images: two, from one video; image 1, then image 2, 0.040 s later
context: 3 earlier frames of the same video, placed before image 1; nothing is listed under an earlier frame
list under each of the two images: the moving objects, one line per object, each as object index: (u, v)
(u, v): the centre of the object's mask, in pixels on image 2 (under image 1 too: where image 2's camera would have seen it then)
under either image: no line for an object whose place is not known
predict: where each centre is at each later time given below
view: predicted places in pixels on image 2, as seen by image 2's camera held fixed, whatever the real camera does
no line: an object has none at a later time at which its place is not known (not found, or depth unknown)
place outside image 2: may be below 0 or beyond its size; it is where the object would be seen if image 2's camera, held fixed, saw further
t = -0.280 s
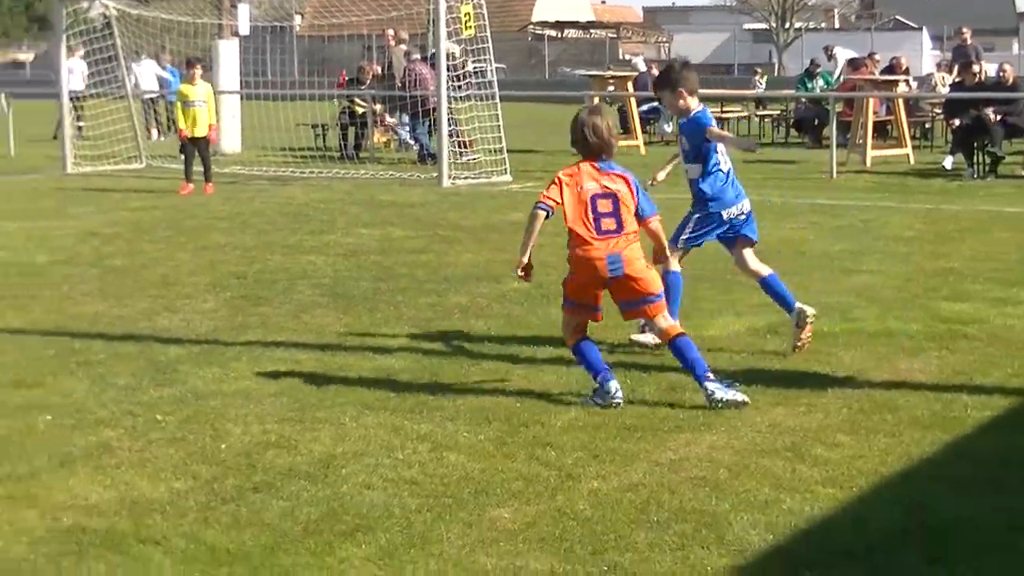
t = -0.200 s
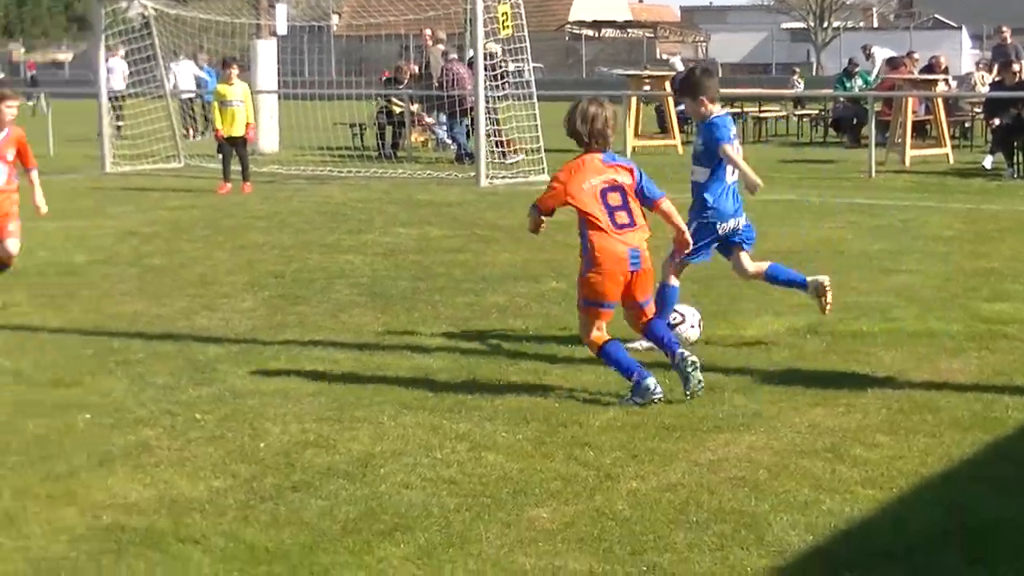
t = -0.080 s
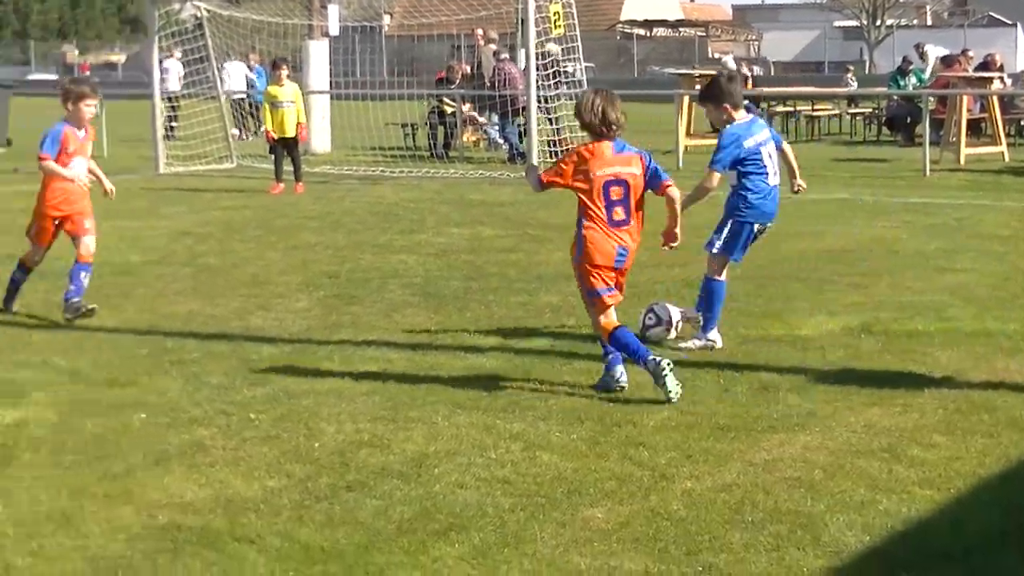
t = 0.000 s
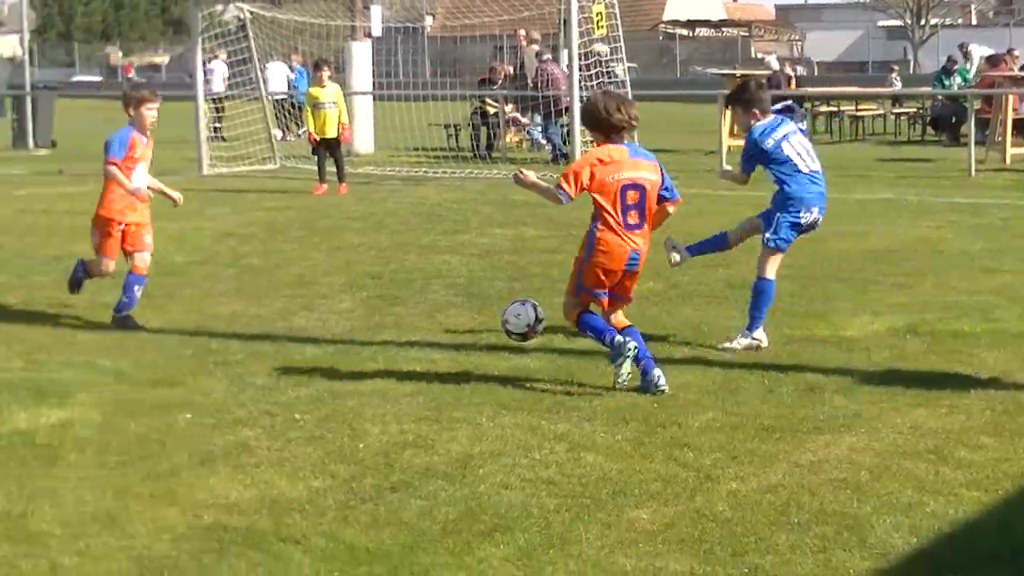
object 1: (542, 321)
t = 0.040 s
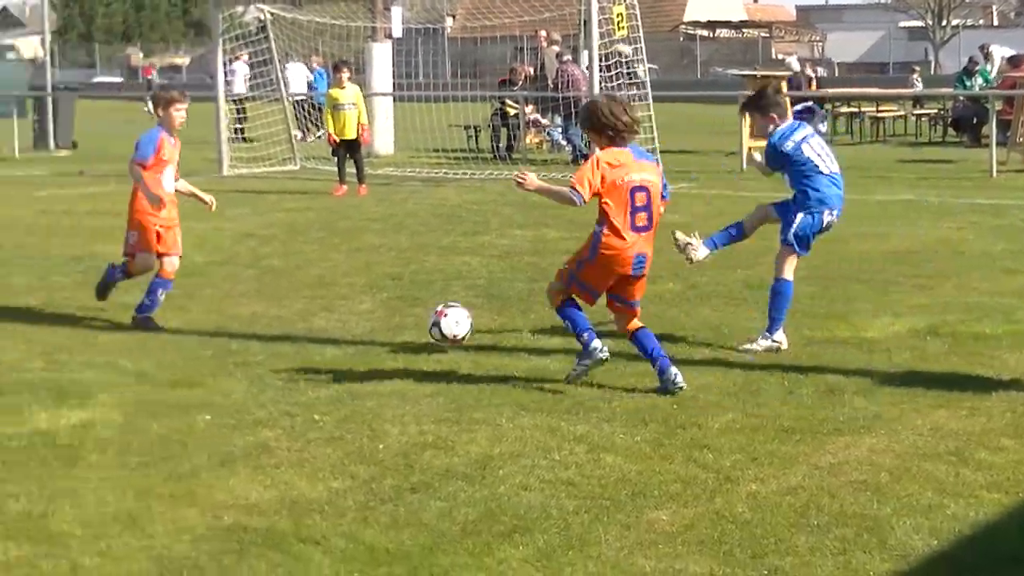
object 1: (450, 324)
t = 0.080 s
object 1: (357, 332)
